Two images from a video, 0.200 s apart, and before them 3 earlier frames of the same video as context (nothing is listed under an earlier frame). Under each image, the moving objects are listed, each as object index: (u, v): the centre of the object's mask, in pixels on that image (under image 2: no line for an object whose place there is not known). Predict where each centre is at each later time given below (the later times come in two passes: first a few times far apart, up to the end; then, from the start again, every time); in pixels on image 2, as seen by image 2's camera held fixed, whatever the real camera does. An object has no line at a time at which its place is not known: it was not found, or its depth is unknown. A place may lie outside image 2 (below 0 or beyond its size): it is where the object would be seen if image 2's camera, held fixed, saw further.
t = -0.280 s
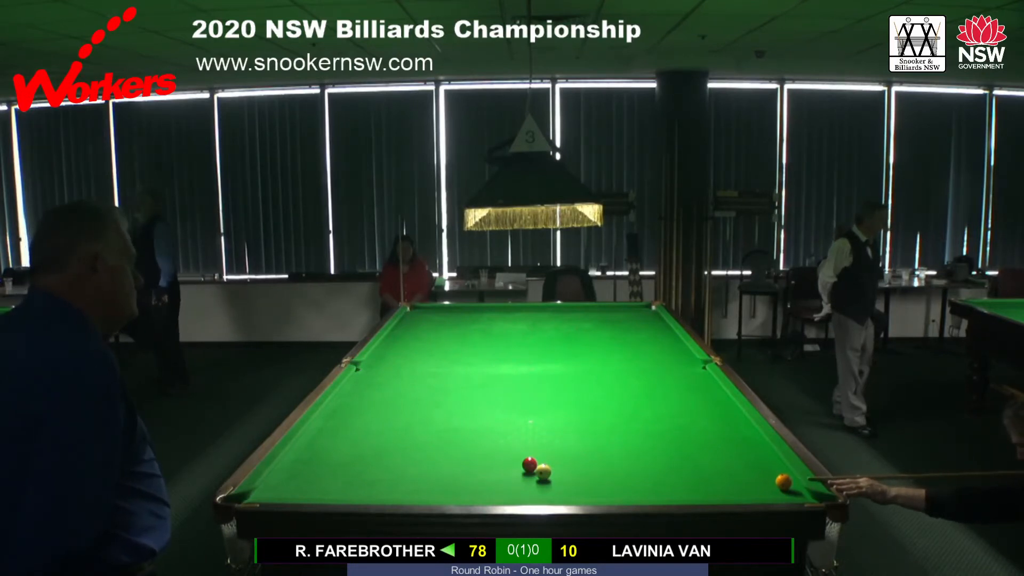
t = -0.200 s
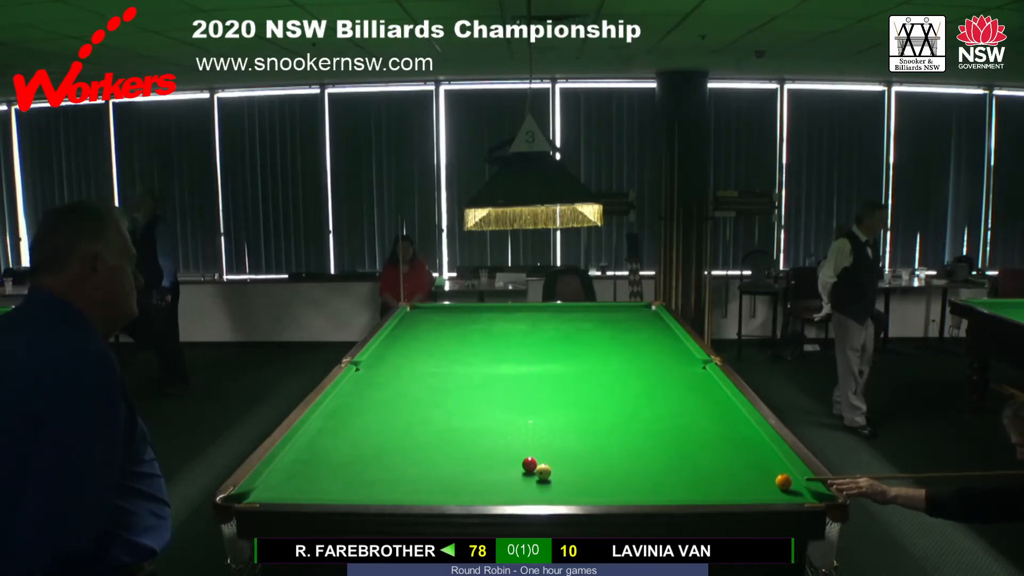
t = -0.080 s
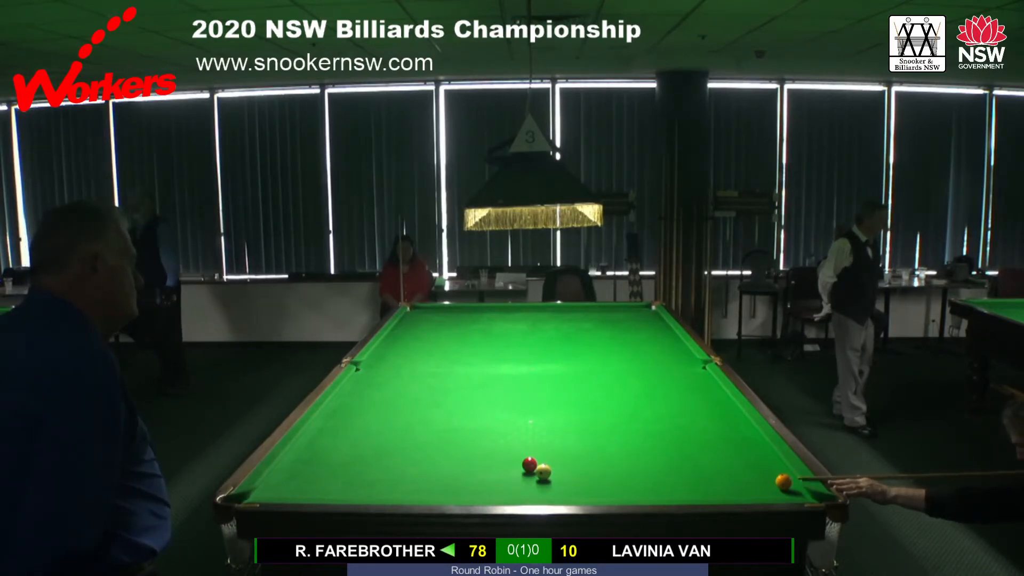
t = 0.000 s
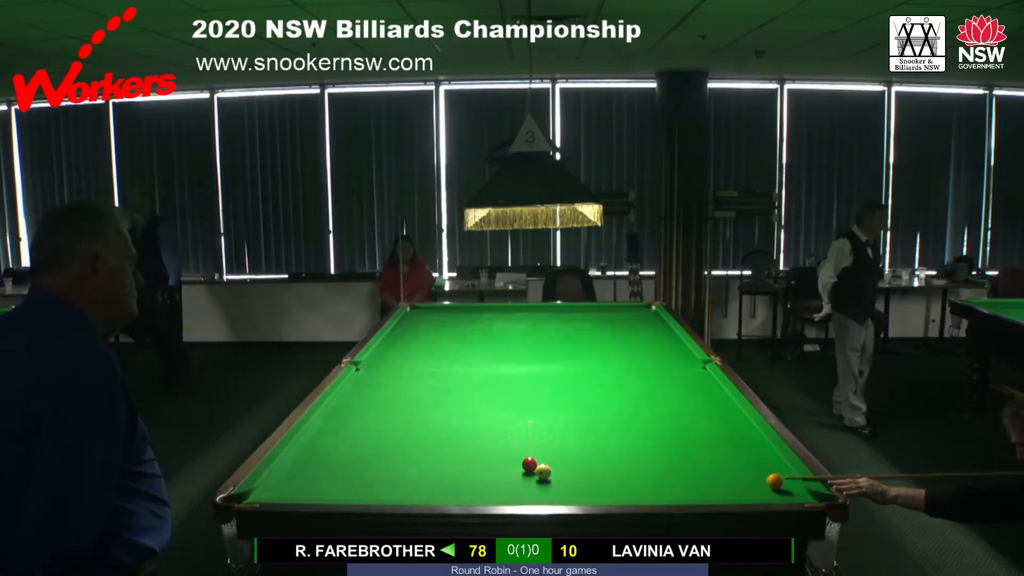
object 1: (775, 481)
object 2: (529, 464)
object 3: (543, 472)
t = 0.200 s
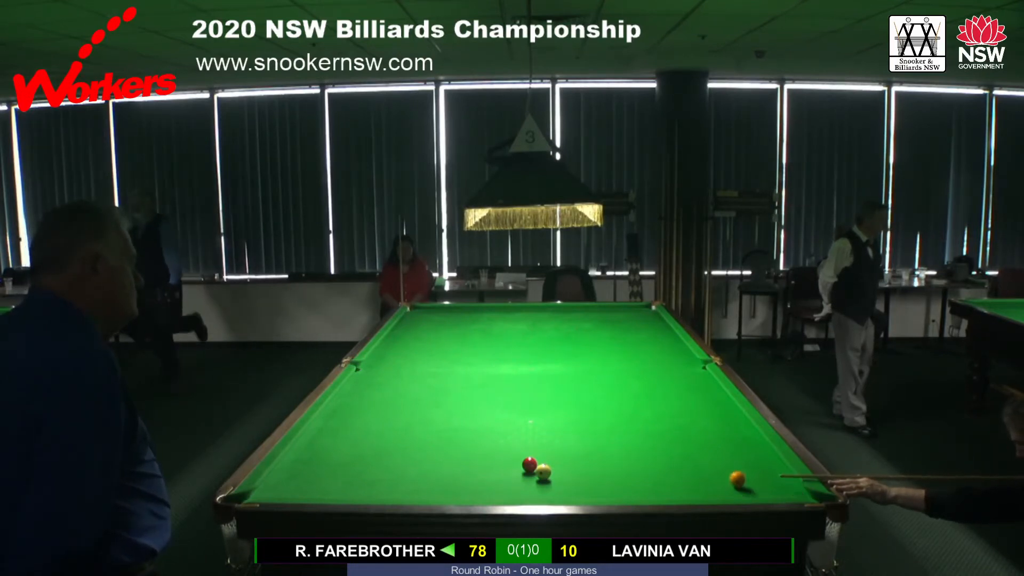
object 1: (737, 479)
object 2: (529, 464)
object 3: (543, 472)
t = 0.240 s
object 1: (730, 479)
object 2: (529, 464)
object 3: (543, 472)
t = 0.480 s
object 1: (688, 476)
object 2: (529, 464)
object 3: (543, 472)
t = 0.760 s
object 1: (642, 473)
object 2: (529, 464)
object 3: (543, 472)
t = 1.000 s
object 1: (606, 471)
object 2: (529, 464)
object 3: (543, 472)
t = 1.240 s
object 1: (571, 469)
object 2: (529, 464)
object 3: (544, 472)
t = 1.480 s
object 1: (547, 465)
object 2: (529, 463)
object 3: (537, 473)
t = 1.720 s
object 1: (542, 462)
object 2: (519, 464)
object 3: (526, 476)
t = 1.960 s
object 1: (540, 459)
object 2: (509, 464)
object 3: (517, 478)
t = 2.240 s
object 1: (537, 456)
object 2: (501, 463)
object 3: (507, 480)
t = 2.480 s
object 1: (535, 454)
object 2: (495, 462)
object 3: (501, 482)
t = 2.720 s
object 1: (534, 453)
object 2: (491, 462)
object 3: (496, 483)
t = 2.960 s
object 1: (533, 453)
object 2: (489, 462)
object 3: (493, 484)
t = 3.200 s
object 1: (533, 453)
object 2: (488, 462)
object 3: (491, 484)
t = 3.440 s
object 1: (533, 453)
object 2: (488, 461)
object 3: (490, 484)
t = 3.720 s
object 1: (533, 453)
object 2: (488, 461)
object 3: (490, 484)
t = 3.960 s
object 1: (533, 453)
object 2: (488, 461)
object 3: (490, 484)
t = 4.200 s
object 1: (533, 453)
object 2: (488, 461)
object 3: (490, 484)
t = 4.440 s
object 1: (533, 453)
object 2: (488, 461)
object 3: (490, 484)
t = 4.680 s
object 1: (533, 452)
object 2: (488, 461)
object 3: (490, 484)
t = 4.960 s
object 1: (533, 452)
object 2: (488, 461)
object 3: (490, 484)
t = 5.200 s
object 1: (533, 453)
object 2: (488, 461)
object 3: (490, 484)
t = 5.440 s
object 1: (533, 453)
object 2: (488, 461)
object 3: (490, 484)
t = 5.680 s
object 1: (533, 453)
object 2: (488, 461)
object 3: (490, 484)
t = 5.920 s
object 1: (533, 452)
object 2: (488, 461)
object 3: (490, 484)
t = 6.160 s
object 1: (533, 453)
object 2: (488, 461)
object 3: (490, 484)
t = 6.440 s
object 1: (533, 452)
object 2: (488, 461)
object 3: (490, 484)
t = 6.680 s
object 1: (533, 452)
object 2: (488, 461)
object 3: (490, 484)
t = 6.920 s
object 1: (533, 453)
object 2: (488, 461)
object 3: (490, 484)
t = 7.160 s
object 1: (533, 453)
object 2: (488, 461)
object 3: (490, 484)
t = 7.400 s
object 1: (533, 453)
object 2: (488, 461)
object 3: (490, 484)
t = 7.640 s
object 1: (533, 452)
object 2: (488, 461)
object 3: (490, 484)
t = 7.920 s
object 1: (533, 452)
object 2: (488, 461)
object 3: (490, 484)
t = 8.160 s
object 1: (533, 453)
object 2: (488, 461)
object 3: (490, 484)
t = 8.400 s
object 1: (533, 452)
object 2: (488, 461)
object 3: (490, 484)
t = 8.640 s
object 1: (533, 452)
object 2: (488, 461)
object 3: (490, 484)
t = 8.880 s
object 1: (533, 452)
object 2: (488, 461)
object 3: (490, 484)
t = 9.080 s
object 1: (533, 452)
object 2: (488, 461)
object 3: (490, 484)
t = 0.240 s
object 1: (730, 479)
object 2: (529, 464)
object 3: (543, 472)
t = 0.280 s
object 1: (723, 478)
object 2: (529, 464)
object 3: (543, 472)
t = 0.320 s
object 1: (716, 478)
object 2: (529, 464)
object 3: (543, 472)
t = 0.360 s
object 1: (709, 477)
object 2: (529, 464)
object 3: (543, 472)
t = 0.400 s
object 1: (702, 477)
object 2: (529, 464)
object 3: (543, 472)
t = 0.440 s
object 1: (695, 476)
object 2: (529, 464)
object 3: (543, 472)
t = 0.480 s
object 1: (688, 476)
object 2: (529, 464)
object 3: (543, 472)
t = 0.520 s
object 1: (681, 476)
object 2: (529, 464)
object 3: (543, 472)
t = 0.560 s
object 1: (675, 475)
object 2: (529, 464)
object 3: (543, 472)
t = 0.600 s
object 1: (668, 475)
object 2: (529, 464)
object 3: (543, 472)
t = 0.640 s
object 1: (661, 474)
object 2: (529, 464)
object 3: (543, 472)
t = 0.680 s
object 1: (655, 474)
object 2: (529, 464)
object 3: (543, 472)
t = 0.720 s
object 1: (649, 474)
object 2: (529, 464)
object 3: (543, 472)
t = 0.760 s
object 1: (642, 473)
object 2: (529, 464)
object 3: (543, 472)
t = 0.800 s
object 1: (636, 473)
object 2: (529, 464)
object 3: (543, 472)
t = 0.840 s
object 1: (630, 473)
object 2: (529, 464)
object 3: (543, 472)
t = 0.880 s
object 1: (624, 472)
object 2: (529, 464)
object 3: (543, 472)
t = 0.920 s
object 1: (618, 472)
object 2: (529, 464)
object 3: (543, 472)
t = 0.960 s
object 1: (612, 472)
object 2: (529, 464)
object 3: (543, 472)
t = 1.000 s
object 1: (606, 471)
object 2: (529, 464)
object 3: (543, 472)
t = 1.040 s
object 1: (600, 471)
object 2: (529, 464)
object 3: (543, 472)
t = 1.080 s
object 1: (594, 471)
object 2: (529, 464)
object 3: (543, 472)
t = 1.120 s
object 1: (588, 470)
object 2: (529, 464)
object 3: (543, 472)
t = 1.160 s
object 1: (583, 470)
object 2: (529, 464)
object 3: (543, 472)
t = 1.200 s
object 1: (577, 469)
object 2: (529, 465)
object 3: (543, 472)
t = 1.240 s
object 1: (571, 469)
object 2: (529, 464)
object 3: (544, 472)
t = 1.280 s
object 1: (566, 469)
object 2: (529, 465)
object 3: (543, 472)
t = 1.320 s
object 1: (561, 469)
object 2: (529, 465)
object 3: (543, 472)
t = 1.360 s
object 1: (556, 468)
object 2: (529, 465)
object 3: (544, 472)
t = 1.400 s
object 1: (553, 467)
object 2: (529, 464)
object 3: (541, 473)
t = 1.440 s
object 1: (550, 466)
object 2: (529, 464)
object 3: (539, 473)
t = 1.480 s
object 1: (547, 465)
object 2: (529, 463)
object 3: (537, 473)
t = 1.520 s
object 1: (545, 464)
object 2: (527, 463)
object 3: (535, 474)
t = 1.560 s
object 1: (545, 464)
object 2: (526, 463)
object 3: (533, 474)
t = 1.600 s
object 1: (544, 464)
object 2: (524, 463)
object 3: (531, 475)
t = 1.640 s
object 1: (543, 463)
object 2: (522, 464)
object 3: (530, 475)
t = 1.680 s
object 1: (543, 462)
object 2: (520, 463)
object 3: (528, 476)
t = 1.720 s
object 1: (542, 462)
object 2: (519, 464)
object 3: (526, 476)
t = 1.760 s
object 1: (542, 461)
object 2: (517, 464)
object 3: (525, 477)
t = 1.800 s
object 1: (542, 461)
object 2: (515, 464)
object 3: (523, 477)
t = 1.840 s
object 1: (541, 460)
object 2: (514, 464)
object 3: (522, 477)
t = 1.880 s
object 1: (541, 460)
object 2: (512, 464)
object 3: (520, 478)
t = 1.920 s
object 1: (540, 459)
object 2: (511, 464)
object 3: (518, 478)
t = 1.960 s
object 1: (540, 459)
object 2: (509, 464)
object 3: (517, 478)
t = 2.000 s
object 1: (539, 458)
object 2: (508, 464)
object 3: (516, 478)
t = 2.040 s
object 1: (539, 458)
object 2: (507, 463)
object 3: (514, 479)
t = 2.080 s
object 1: (539, 458)
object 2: (506, 463)
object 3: (513, 479)
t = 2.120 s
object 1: (538, 457)
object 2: (504, 463)
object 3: (511, 480)
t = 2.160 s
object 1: (538, 457)
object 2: (503, 463)
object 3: (510, 480)
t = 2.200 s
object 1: (537, 456)
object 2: (502, 463)
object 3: (509, 480)
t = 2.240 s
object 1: (537, 456)
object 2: (501, 463)
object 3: (507, 480)
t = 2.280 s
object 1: (537, 455)
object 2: (500, 463)
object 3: (506, 481)
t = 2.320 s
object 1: (536, 455)
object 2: (499, 462)
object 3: (505, 481)
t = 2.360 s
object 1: (536, 455)
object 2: (498, 462)
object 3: (504, 481)
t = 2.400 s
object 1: (535, 455)
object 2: (497, 462)
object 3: (503, 482)
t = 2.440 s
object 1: (535, 454)
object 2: (496, 462)
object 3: (502, 482)
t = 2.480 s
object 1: (535, 454)
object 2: (495, 462)
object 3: (501, 482)
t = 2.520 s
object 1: (535, 454)
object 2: (494, 462)
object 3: (500, 482)
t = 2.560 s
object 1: (534, 454)
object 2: (494, 462)
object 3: (499, 482)
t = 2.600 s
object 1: (534, 453)
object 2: (493, 462)
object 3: (498, 482)
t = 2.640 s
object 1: (534, 453)
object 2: (492, 462)
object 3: (497, 483)
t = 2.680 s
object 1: (534, 453)
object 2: (492, 462)
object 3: (497, 483)
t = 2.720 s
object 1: (534, 453)
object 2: (491, 462)
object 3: (496, 483)
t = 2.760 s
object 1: (534, 453)
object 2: (491, 462)
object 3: (495, 483)
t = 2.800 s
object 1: (533, 453)
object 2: (490, 462)
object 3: (495, 483)
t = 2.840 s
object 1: (533, 453)
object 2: (490, 462)
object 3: (494, 483)
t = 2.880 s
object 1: (533, 453)
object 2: (489, 462)
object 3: (494, 483)
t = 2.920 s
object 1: (533, 453)
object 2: (489, 462)
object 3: (493, 484)
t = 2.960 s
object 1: (533, 453)
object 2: (489, 462)
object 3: (493, 484)
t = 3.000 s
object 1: (533, 453)
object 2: (489, 462)
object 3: (492, 484)
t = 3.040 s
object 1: (533, 453)
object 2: (488, 462)
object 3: (492, 484)
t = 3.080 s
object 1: (533, 453)
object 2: (488, 462)
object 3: (492, 484)
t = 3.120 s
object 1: (533, 453)
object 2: (488, 461)
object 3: (491, 484)
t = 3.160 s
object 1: (533, 453)
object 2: (488, 461)
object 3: (491, 484)
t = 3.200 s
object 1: (533, 453)
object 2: (488, 462)
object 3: (491, 484)
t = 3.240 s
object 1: (533, 453)
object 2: (488, 461)
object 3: (490, 484)
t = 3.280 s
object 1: (533, 453)
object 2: (488, 461)
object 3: (490, 484)
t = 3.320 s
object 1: (533, 453)
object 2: (488, 461)
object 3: (490, 484)
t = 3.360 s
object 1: (533, 453)
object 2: (488, 461)
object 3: (490, 484)
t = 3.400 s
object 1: (533, 453)
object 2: (488, 461)
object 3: (490, 484)
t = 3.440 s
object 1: (533, 453)
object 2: (488, 461)
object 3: (490, 484)
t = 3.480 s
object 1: (533, 453)
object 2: (488, 461)
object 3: (490, 484)
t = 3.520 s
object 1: (533, 453)
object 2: (488, 461)
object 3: (490, 484)
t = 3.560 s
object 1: (533, 453)
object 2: (488, 461)
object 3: (490, 484)
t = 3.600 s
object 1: (533, 453)
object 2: (488, 461)
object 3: (490, 484)
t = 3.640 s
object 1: (533, 453)
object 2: (488, 461)
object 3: (490, 484)
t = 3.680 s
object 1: (533, 453)
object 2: (488, 461)
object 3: (490, 484)
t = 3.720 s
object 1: (533, 453)
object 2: (488, 461)
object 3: (490, 484)
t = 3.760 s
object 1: (533, 453)
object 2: (488, 461)
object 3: (490, 484)
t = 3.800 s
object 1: (533, 453)
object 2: (488, 461)
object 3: (490, 484)
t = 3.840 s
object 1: (533, 453)
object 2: (488, 461)
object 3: (490, 484)
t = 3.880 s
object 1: (533, 453)
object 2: (488, 461)
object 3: (490, 484)
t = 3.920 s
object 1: (533, 453)
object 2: (488, 461)
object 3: (490, 484)
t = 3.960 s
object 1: (533, 453)
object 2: (488, 461)
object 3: (490, 484)
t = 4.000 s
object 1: (533, 453)
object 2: (488, 461)
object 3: (490, 484)
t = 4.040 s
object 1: (533, 452)
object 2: (488, 461)
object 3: (490, 484)
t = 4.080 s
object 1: (533, 453)
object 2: (488, 461)
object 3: (490, 484)
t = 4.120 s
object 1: (533, 453)
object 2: (488, 461)
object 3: (490, 484)
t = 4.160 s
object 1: (533, 453)
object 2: (488, 461)
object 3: (490, 484)
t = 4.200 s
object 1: (533, 453)
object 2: (488, 461)
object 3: (490, 484)
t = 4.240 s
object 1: (533, 453)
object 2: (488, 461)
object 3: (490, 484)
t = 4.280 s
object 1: (533, 453)
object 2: (488, 461)
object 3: (490, 484)
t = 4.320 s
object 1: (533, 453)
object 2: (488, 461)
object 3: (490, 484)
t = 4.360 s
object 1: (533, 453)
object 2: (488, 461)
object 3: (490, 484)
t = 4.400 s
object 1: (533, 453)
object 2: (488, 461)
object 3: (490, 484)
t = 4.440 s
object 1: (533, 453)
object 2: (488, 461)
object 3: (490, 484)
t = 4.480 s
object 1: (533, 453)
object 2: (488, 461)
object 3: (490, 484)
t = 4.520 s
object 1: (533, 452)
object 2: (488, 461)
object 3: (490, 484)
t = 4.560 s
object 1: (533, 452)
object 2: (488, 461)
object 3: (490, 484)
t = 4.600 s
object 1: (533, 453)
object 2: (488, 461)
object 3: (490, 484)
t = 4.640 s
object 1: (533, 453)
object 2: (488, 461)
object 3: (490, 484)
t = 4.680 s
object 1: (533, 452)
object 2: (488, 461)
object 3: (490, 484)
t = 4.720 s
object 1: (533, 452)
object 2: (488, 461)
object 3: (490, 484)
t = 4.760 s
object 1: (533, 452)
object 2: (488, 461)
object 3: (490, 484)
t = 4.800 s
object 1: (533, 452)
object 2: (488, 461)
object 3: (490, 484)
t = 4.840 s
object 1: (533, 452)
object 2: (488, 461)
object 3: (490, 484)
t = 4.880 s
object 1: (533, 453)
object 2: (488, 461)
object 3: (490, 484)
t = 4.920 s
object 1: (533, 453)
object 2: (488, 461)
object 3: (490, 484)
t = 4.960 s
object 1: (533, 452)
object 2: (488, 461)
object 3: (490, 484)
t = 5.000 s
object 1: (533, 452)
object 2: (488, 461)
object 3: (490, 484)
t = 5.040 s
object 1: (533, 453)
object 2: (488, 461)
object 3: (490, 484)
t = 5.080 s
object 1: (533, 453)
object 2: (488, 461)
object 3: (490, 484)
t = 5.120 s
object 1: (533, 453)
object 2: (488, 461)
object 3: (490, 484)
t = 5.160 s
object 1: (533, 453)
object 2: (488, 461)
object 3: (490, 484)
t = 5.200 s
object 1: (533, 453)
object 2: (488, 461)
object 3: (490, 484)
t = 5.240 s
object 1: (533, 452)
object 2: (488, 461)
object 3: (490, 484)
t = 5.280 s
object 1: (533, 453)
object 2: (488, 461)
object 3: (490, 484)
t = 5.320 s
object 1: (533, 453)
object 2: (488, 461)
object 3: (490, 484)
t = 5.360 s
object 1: (533, 453)
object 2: (488, 461)
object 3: (490, 484)
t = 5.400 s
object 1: (533, 453)
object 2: (488, 461)
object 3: (490, 484)
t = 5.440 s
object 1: (533, 453)
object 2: (488, 461)
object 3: (490, 484)
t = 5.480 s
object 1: (533, 453)
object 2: (488, 461)
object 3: (490, 484)
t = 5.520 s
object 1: (533, 453)
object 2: (488, 461)
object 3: (490, 484)
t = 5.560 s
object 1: (533, 452)
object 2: (488, 461)
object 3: (490, 484)
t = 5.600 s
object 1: (533, 453)
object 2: (488, 461)
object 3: (490, 484)
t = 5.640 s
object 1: (533, 453)
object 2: (488, 461)
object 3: (490, 484)
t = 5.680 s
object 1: (533, 453)
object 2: (488, 461)
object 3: (490, 484)
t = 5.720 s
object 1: (533, 452)
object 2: (488, 461)
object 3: (490, 484)
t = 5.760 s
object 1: (533, 453)
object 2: (488, 461)
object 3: (490, 484)
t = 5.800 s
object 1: (533, 453)
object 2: (488, 461)
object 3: (490, 484)
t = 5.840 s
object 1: (533, 453)
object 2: (488, 461)
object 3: (490, 484)
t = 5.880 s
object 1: (533, 453)
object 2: (488, 461)
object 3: (490, 484)
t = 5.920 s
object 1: (533, 452)
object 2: (488, 461)
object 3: (490, 484)
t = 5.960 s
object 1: (533, 453)
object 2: (488, 461)
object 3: (490, 484)
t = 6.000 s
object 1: (533, 453)
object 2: (488, 461)
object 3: (490, 484)
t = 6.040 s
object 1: (533, 453)
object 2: (488, 461)
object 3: (490, 484)
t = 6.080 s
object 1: (533, 453)
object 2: (488, 461)
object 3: (490, 484)
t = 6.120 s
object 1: (533, 452)
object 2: (488, 461)
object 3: (490, 484)
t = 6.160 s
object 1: (533, 453)
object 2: (488, 461)
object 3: (490, 484)
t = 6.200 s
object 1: (533, 453)
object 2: (488, 461)
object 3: (490, 484)
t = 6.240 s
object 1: (533, 453)
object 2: (488, 461)
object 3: (490, 484)
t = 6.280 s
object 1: (533, 453)
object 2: (488, 461)
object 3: (490, 484)
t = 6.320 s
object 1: (533, 452)
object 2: (488, 461)
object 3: (490, 484)
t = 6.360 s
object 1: (533, 452)
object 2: (488, 461)
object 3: (490, 484)
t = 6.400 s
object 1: (533, 452)
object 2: (488, 461)
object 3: (490, 484)
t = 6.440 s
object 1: (533, 452)
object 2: (488, 461)
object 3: (490, 484)
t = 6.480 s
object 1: (533, 452)
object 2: (488, 461)
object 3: (490, 484)
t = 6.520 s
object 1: (533, 452)
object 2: (488, 461)
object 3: (490, 484)
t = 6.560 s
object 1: (533, 452)
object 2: (488, 461)
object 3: (490, 484)
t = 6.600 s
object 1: (533, 453)
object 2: (488, 461)
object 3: (490, 484)
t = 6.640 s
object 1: (533, 453)
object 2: (488, 461)
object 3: (490, 484)
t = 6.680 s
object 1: (533, 452)
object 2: (488, 461)
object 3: (490, 484)
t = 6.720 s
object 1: (533, 453)
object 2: (488, 461)
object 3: (490, 484)
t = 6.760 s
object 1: (533, 453)
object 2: (488, 461)
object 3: (490, 484)
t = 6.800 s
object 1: (533, 452)
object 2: (488, 461)
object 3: (490, 484)
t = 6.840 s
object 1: (533, 452)
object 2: (488, 461)
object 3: (490, 484)
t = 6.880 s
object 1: (533, 452)
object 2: (488, 461)
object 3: (490, 484)
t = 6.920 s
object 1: (533, 453)
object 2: (488, 461)
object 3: (490, 484)
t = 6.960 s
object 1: (533, 452)
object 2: (488, 461)
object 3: (490, 484)
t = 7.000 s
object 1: (533, 452)
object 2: (488, 461)
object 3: (490, 484)
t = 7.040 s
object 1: (533, 452)
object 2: (488, 461)
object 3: (490, 484)
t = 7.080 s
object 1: (533, 453)
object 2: (488, 461)
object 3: (490, 484)
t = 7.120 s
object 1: (533, 452)
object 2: (488, 461)
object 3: (490, 484)
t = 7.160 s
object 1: (533, 453)
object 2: (488, 461)
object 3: (490, 484)
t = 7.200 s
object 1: (533, 453)
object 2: (488, 461)
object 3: (490, 484)
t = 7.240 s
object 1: (533, 452)
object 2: (488, 461)
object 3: (490, 484)
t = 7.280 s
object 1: (533, 452)
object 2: (488, 461)
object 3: (490, 484)
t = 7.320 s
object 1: (533, 452)
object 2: (488, 461)
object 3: (490, 484)
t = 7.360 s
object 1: (533, 452)
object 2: (488, 461)
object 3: (490, 484)
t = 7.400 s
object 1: (533, 453)
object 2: (488, 461)
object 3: (490, 484)
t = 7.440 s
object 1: (533, 453)
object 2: (488, 461)
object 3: (490, 484)
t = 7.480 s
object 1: (533, 453)
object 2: (488, 461)
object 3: (490, 484)
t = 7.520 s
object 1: (533, 453)
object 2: (488, 461)
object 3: (490, 484)
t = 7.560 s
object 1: (533, 453)
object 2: (488, 461)
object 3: (490, 484)
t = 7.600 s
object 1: (533, 453)
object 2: (488, 461)
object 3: (490, 484)
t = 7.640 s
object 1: (533, 452)
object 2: (488, 461)
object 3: (490, 484)
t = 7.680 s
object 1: (533, 453)
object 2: (488, 461)
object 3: (490, 484)
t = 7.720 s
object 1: (533, 452)
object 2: (488, 461)
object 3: (490, 484)
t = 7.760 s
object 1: (533, 452)
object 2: (488, 461)
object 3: (490, 484)
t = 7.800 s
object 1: (533, 453)
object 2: (488, 461)
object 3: (490, 484)
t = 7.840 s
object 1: (533, 453)
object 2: (488, 461)
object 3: (490, 484)
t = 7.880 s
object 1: (533, 452)
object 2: (488, 461)
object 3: (490, 484)
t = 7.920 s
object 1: (533, 452)
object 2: (488, 461)
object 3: (490, 484)
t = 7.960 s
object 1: (533, 453)
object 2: (488, 461)
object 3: (490, 484)
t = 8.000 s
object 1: (533, 453)
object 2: (488, 461)
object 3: (490, 484)
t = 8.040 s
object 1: (533, 453)
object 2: (488, 461)
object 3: (490, 484)
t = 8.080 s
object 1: (533, 452)
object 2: (488, 461)
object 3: (490, 484)
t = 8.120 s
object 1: (533, 452)
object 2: (488, 461)
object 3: (490, 484)
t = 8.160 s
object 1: (533, 453)
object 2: (488, 461)
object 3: (490, 484)
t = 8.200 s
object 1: (533, 453)
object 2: (488, 461)
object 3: (490, 484)
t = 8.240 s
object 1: (533, 453)
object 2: (488, 461)
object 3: (490, 484)
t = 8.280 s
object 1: (533, 453)
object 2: (488, 461)
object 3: (490, 484)
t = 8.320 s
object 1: (533, 452)
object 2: (488, 461)
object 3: (490, 484)
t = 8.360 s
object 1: (533, 452)
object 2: (488, 461)
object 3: (490, 484)
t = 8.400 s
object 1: (533, 452)
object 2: (488, 461)
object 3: (490, 484)
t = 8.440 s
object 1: (533, 452)
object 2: (488, 461)
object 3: (490, 484)
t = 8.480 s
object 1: (533, 452)
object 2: (488, 461)
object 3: (490, 484)
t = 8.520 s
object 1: (533, 453)
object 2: (488, 461)
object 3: (490, 484)
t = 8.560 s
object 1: (533, 452)
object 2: (488, 461)
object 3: (490, 484)
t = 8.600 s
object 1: (533, 452)
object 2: (488, 461)
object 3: (490, 484)
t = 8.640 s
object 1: (533, 452)
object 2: (488, 461)
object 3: (490, 484)
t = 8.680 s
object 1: (533, 452)
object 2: (488, 461)
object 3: (490, 484)
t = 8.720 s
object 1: (533, 452)
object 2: (488, 461)
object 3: (490, 484)
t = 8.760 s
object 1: (533, 452)
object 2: (488, 461)
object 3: (490, 484)
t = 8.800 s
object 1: (533, 452)
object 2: (488, 461)
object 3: (490, 484)
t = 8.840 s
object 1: (533, 452)
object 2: (488, 461)
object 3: (490, 484)
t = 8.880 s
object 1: (533, 452)
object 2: (488, 461)
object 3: (490, 484)
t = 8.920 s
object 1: (533, 452)
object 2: (488, 461)
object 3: (490, 484)
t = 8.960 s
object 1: (533, 452)
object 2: (488, 461)
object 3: (490, 484)
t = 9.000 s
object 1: (533, 452)
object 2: (488, 461)
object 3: (490, 484)
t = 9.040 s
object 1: (533, 452)
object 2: (488, 461)
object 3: (490, 484)
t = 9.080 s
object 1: (533, 452)
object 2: (488, 461)
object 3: (490, 484)
